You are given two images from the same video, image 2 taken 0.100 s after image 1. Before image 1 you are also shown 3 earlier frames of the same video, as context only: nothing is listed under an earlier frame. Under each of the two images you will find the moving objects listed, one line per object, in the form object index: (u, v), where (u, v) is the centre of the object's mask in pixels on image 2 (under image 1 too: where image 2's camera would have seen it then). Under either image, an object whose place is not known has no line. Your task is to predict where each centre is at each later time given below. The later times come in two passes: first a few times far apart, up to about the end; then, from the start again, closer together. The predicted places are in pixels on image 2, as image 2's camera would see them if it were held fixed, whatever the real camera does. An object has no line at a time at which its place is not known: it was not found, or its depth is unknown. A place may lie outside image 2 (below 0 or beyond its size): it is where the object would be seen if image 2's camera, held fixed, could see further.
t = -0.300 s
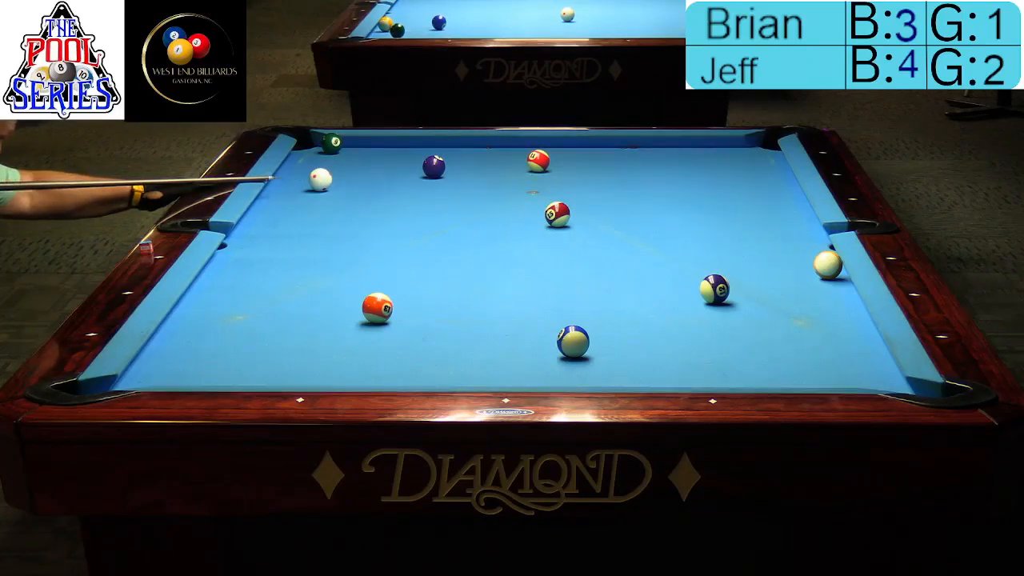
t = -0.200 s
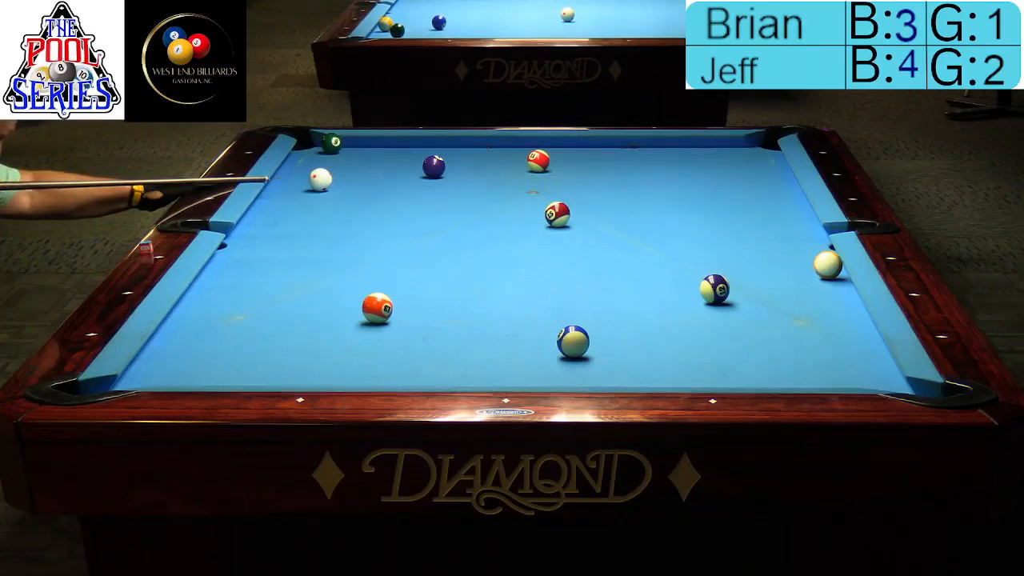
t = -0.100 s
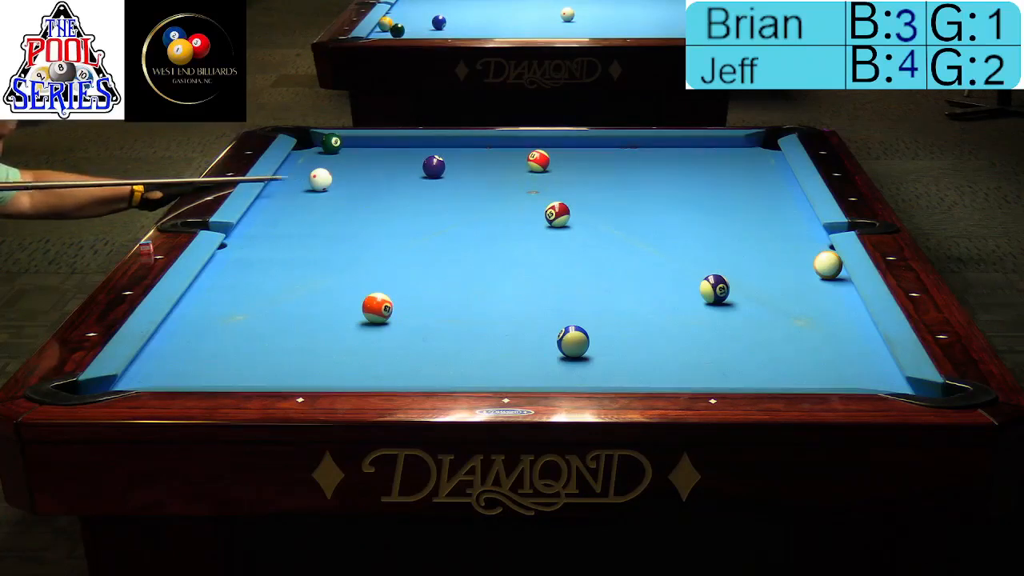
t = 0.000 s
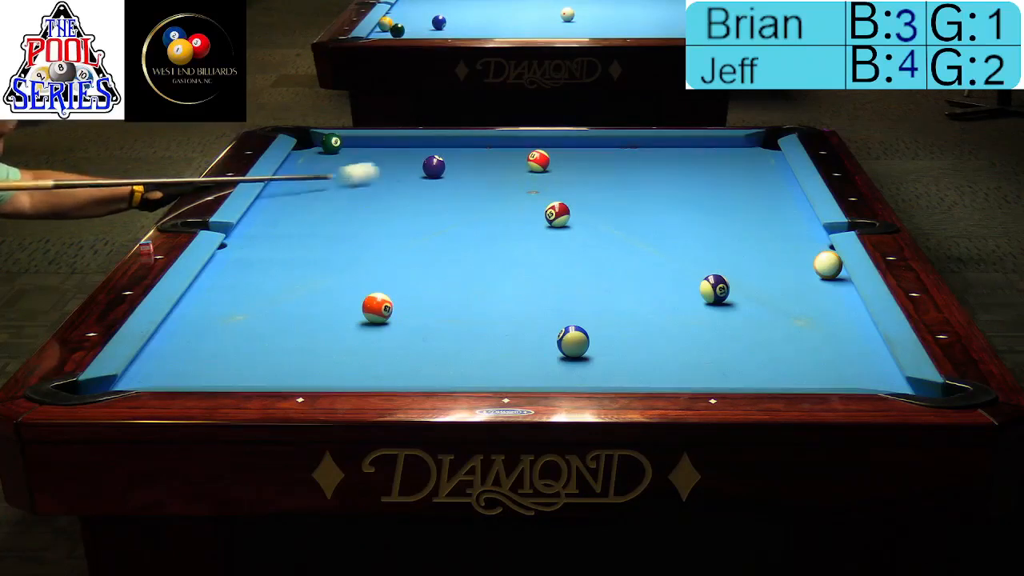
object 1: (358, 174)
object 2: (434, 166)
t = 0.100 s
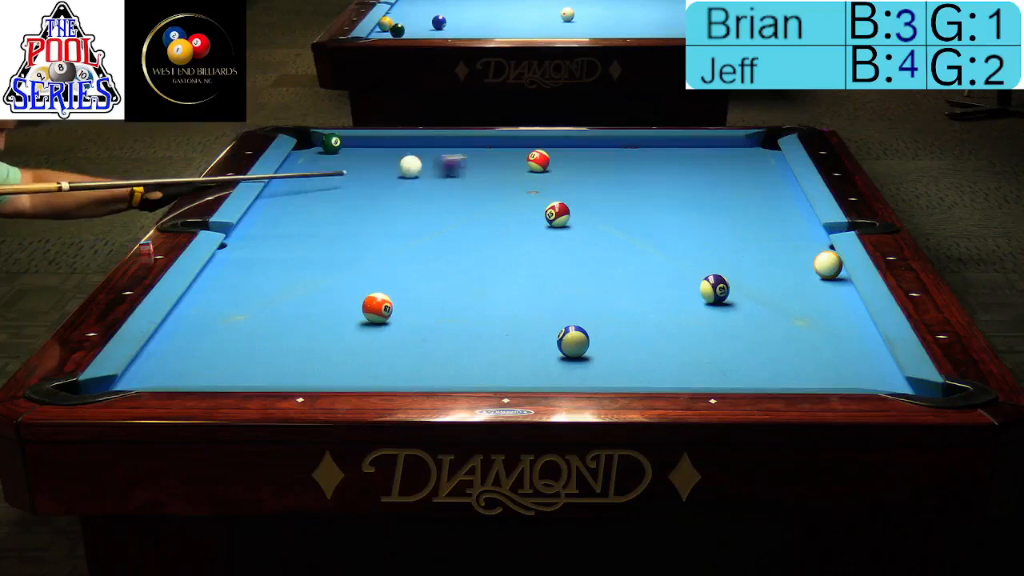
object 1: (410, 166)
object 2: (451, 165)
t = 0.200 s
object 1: (410, 163)
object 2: (507, 163)
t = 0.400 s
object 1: (429, 153)
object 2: (524, 160)
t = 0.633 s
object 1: (450, 143)
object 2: (537, 158)
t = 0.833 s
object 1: (459, 143)
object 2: (547, 156)
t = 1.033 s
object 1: (464, 149)
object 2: (556, 155)
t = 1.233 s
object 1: (468, 153)
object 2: (564, 153)
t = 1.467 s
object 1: (473, 159)
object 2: (572, 152)
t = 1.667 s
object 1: (478, 164)
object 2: (578, 152)
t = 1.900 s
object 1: (482, 169)
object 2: (583, 150)
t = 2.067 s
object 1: (486, 173)
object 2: (586, 149)
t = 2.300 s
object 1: (490, 178)
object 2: (590, 149)
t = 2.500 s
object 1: (494, 181)
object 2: (592, 148)
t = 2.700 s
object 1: (497, 185)
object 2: (592, 148)
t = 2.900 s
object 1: (500, 189)
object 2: (592, 148)
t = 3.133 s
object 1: (503, 193)
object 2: (592, 148)
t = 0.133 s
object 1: (409, 165)
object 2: (471, 164)
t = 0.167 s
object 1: (409, 164)
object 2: (490, 164)
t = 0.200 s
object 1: (410, 163)
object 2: (507, 163)
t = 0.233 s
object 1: (413, 160)
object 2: (516, 161)
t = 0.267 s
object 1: (416, 159)
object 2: (517, 161)
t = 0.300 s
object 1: (419, 158)
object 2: (518, 161)
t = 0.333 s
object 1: (423, 156)
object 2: (521, 161)
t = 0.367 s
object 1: (426, 155)
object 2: (522, 160)
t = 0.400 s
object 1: (429, 153)
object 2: (524, 160)
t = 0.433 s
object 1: (432, 152)
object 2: (526, 160)
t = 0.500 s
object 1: (438, 149)
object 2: (530, 159)
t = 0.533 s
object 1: (441, 147)
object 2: (532, 159)
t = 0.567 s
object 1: (444, 146)
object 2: (533, 158)
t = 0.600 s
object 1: (447, 145)
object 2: (535, 158)
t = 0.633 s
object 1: (450, 143)
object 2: (537, 158)
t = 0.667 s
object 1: (453, 142)
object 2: (539, 157)
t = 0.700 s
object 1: (456, 141)
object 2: (541, 157)
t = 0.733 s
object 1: (458, 141)
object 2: (542, 156)
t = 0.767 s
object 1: (458, 141)
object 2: (544, 156)
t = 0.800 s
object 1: (459, 142)
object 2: (545, 157)
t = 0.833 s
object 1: (459, 143)
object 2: (547, 156)
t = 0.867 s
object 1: (460, 144)
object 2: (549, 156)
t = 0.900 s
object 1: (461, 145)
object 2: (550, 156)
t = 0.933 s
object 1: (462, 146)
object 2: (552, 156)
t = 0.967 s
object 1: (462, 147)
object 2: (553, 156)
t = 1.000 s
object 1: (463, 148)
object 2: (555, 155)
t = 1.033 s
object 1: (464, 149)
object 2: (556, 155)
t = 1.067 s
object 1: (465, 149)
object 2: (557, 154)
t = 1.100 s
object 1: (465, 150)
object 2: (559, 154)
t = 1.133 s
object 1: (466, 151)
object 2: (560, 154)
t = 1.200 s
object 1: (468, 152)
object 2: (563, 153)
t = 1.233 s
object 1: (468, 153)
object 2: (564, 153)
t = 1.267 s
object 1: (469, 154)
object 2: (565, 153)
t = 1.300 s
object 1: (470, 155)
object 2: (566, 153)
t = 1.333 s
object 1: (471, 156)
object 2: (567, 153)
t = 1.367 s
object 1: (471, 157)
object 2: (569, 152)
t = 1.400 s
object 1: (472, 157)
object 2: (570, 152)
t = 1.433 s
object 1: (473, 158)
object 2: (571, 152)
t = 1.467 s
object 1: (473, 159)
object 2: (572, 152)
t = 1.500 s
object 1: (474, 160)
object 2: (573, 152)
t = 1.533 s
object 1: (475, 160)
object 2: (574, 151)
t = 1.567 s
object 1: (475, 161)
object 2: (575, 151)
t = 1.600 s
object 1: (476, 162)
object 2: (576, 152)
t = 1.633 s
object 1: (477, 163)
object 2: (577, 152)
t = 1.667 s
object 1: (478, 164)
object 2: (578, 152)
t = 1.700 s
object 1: (478, 165)
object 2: (579, 151)
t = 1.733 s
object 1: (479, 165)
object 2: (579, 151)
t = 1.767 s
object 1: (479, 166)
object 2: (580, 151)
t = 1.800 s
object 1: (480, 167)
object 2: (581, 151)
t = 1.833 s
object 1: (481, 168)
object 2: (581, 151)
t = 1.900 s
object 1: (482, 169)
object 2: (583, 150)
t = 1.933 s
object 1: (483, 169)
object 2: (584, 150)
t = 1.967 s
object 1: (484, 171)
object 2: (585, 150)
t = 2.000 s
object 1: (484, 171)
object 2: (585, 149)
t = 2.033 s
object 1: (485, 172)
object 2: (585, 148)
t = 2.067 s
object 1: (486, 173)
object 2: (586, 149)
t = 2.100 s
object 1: (486, 174)
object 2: (587, 149)
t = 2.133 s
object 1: (487, 174)
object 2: (588, 149)
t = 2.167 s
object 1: (487, 175)
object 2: (588, 149)
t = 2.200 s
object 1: (488, 175)
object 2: (588, 149)
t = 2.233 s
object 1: (489, 176)
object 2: (589, 149)
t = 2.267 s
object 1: (489, 177)
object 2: (589, 149)
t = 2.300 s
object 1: (490, 178)
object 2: (590, 149)
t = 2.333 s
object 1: (491, 178)
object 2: (590, 148)
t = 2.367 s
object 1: (491, 179)
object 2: (590, 148)
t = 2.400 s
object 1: (492, 179)
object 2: (591, 148)
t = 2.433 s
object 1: (492, 180)
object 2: (591, 148)
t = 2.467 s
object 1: (493, 180)
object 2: (591, 149)
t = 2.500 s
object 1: (494, 181)
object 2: (592, 148)
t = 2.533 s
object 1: (494, 182)
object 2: (592, 148)
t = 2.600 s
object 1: (495, 183)
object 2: (592, 148)
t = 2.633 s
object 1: (496, 184)
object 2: (592, 148)
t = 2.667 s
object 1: (496, 185)
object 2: (592, 148)
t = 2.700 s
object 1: (497, 185)
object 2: (592, 148)
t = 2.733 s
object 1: (497, 186)
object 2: (592, 148)
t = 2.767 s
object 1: (498, 187)
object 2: (592, 148)
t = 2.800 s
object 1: (498, 187)
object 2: (592, 148)
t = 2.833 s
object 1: (499, 188)
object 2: (592, 148)
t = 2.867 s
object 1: (499, 188)
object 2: (592, 148)
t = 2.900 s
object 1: (500, 189)
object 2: (592, 148)
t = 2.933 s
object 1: (500, 190)
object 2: (592, 148)
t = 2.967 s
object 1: (501, 191)
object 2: (592, 148)
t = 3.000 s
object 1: (502, 191)
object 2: (592, 148)
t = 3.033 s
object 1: (502, 191)
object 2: (592, 148)
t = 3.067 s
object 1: (502, 192)
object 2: (592, 148)
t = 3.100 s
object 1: (503, 193)
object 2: (592, 148)
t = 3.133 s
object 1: (503, 193)
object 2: (592, 148)
